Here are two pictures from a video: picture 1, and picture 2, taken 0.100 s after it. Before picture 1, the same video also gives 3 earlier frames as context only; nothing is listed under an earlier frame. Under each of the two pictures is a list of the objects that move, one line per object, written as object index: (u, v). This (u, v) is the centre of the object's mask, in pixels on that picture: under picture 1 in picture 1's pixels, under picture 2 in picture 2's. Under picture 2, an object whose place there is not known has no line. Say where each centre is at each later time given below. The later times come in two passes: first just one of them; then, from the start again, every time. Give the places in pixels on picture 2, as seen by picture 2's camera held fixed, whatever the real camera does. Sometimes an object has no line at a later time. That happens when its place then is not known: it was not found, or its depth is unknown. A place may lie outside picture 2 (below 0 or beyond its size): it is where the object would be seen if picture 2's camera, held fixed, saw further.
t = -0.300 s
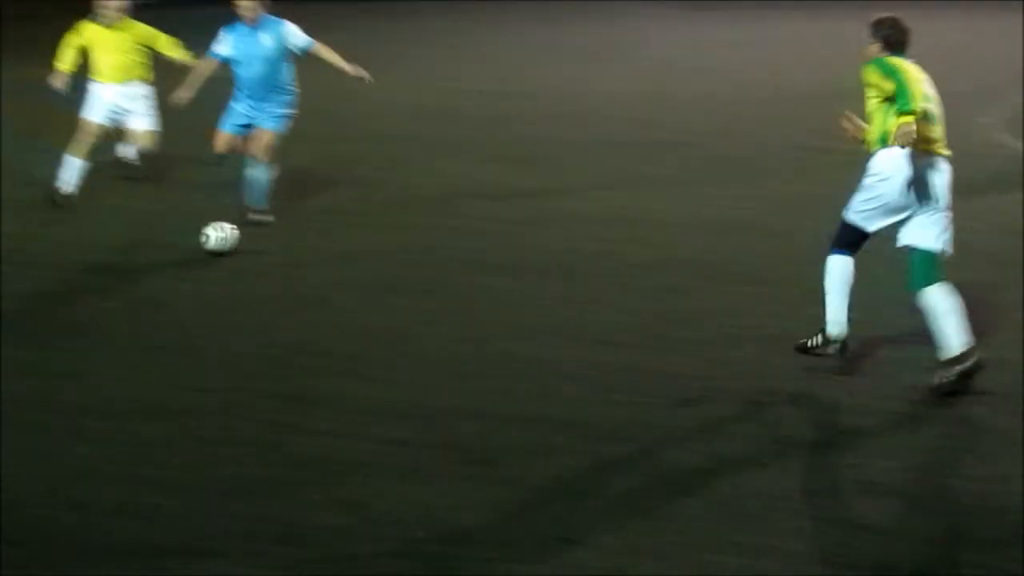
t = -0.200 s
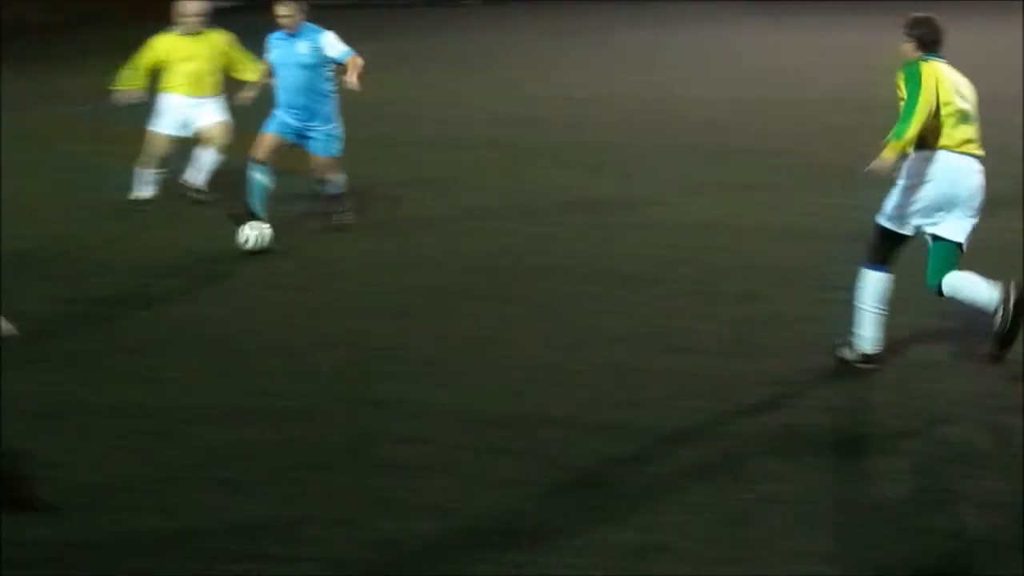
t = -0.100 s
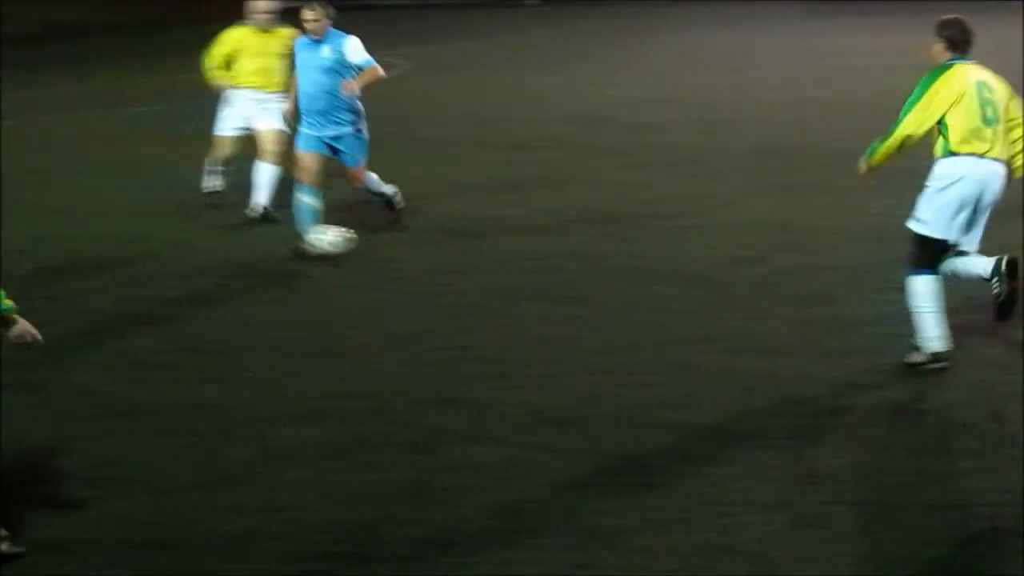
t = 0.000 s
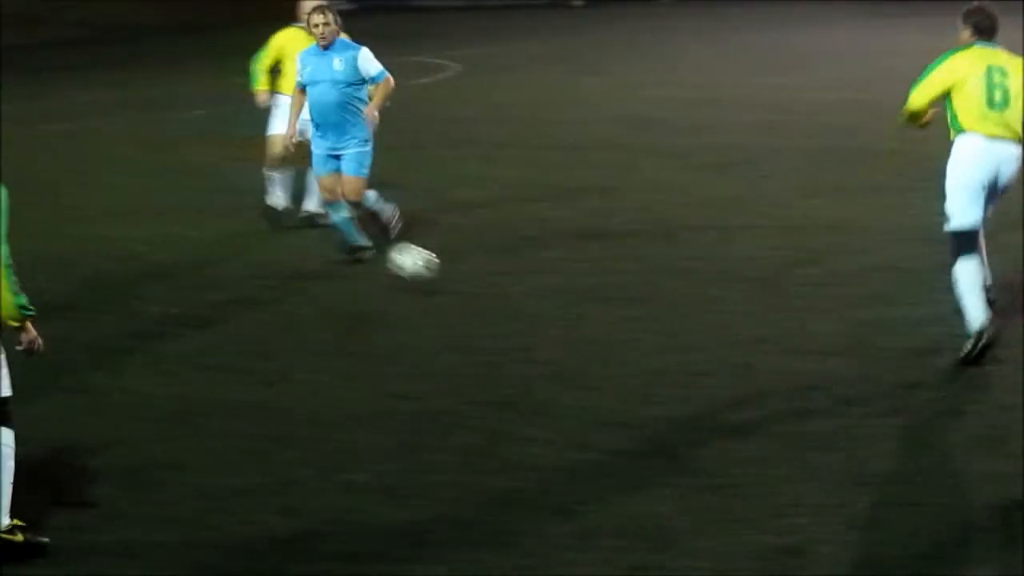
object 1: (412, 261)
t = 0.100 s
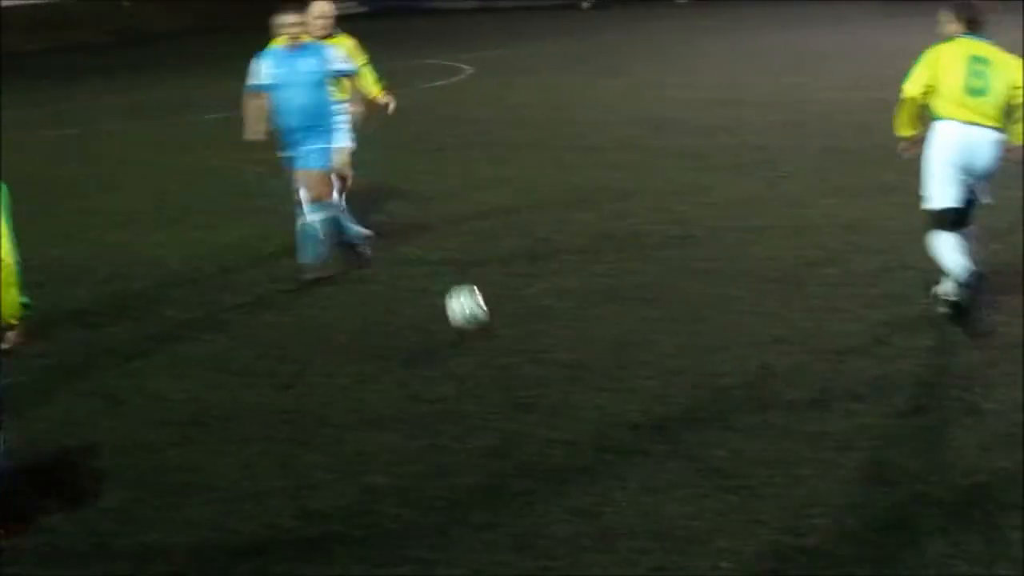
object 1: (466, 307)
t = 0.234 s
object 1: (516, 345)
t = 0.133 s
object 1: (478, 322)
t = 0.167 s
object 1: (487, 328)
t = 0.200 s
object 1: (504, 335)
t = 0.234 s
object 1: (516, 345)
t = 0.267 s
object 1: (530, 359)
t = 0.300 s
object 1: (547, 375)
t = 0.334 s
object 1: (564, 393)
